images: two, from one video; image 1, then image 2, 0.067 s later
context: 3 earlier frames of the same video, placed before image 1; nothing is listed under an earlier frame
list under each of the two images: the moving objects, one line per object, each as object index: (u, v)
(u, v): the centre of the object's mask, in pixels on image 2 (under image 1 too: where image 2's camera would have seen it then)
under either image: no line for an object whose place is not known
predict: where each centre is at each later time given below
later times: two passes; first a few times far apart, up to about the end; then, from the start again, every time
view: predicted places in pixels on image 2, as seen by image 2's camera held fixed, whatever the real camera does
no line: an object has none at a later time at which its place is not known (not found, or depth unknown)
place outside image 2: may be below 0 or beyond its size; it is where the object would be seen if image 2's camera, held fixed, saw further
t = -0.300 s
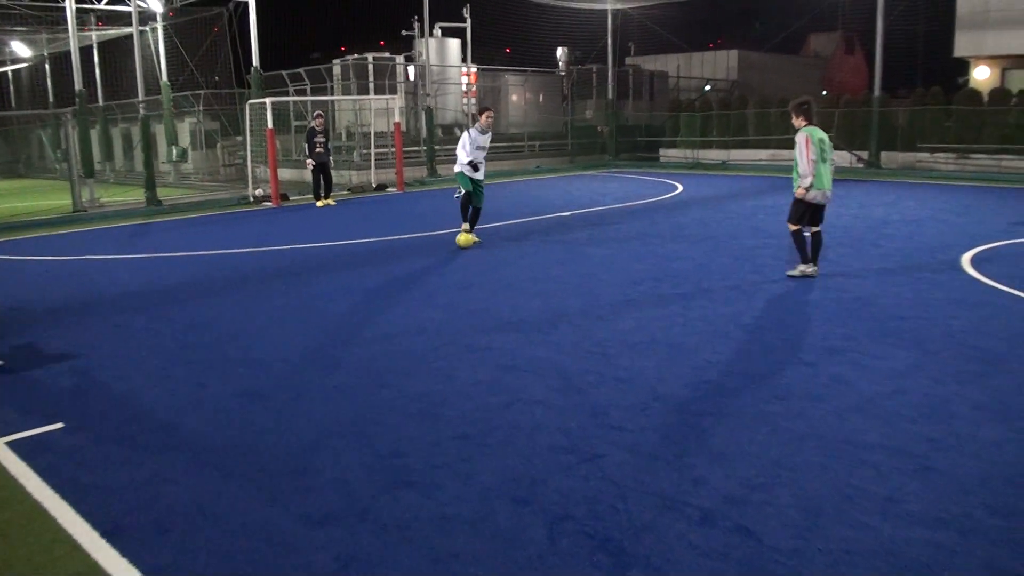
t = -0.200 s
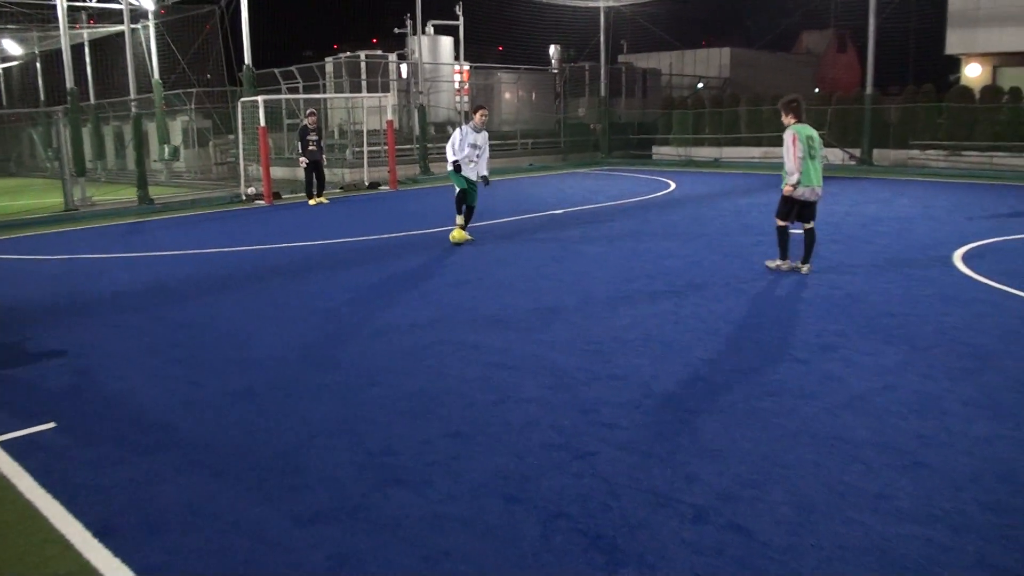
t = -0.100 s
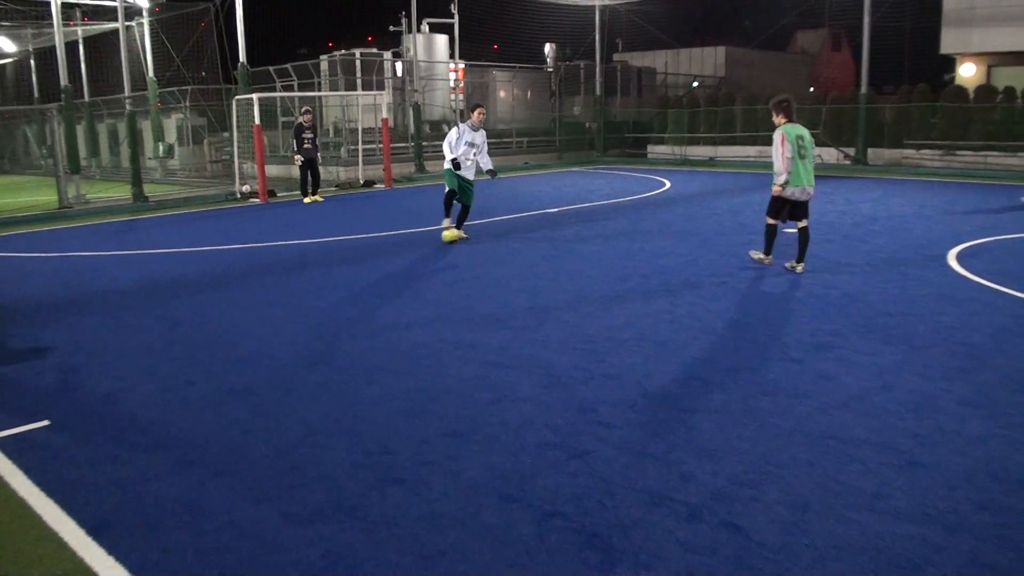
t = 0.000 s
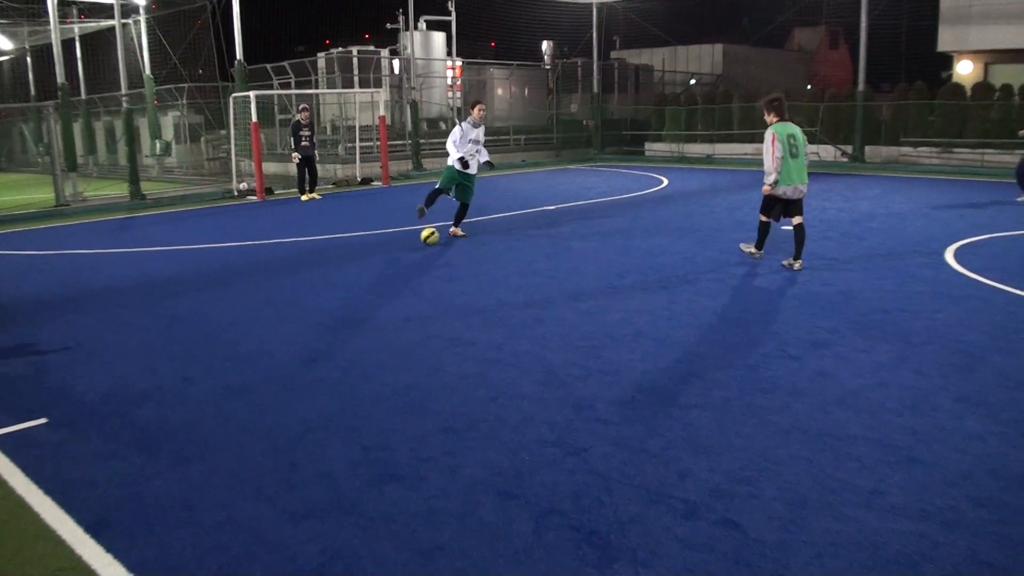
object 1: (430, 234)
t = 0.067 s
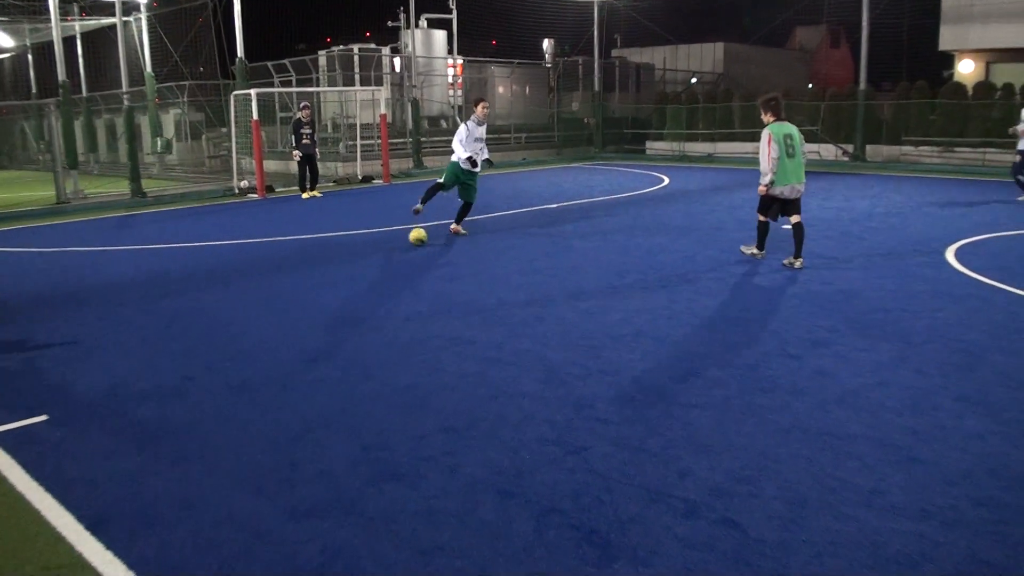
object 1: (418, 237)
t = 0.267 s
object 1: (376, 245)
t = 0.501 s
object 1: (324, 258)
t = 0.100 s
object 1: (411, 238)
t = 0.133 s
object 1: (404, 240)
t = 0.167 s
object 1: (398, 241)
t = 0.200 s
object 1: (390, 243)
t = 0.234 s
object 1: (383, 244)
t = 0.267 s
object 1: (376, 245)
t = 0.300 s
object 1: (369, 247)
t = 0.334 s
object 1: (362, 249)
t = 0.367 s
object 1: (355, 251)
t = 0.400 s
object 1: (347, 252)
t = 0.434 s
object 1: (339, 254)
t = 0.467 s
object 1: (332, 256)
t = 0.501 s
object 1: (324, 258)
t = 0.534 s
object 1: (317, 259)
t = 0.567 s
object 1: (309, 261)
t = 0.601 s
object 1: (301, 263)
